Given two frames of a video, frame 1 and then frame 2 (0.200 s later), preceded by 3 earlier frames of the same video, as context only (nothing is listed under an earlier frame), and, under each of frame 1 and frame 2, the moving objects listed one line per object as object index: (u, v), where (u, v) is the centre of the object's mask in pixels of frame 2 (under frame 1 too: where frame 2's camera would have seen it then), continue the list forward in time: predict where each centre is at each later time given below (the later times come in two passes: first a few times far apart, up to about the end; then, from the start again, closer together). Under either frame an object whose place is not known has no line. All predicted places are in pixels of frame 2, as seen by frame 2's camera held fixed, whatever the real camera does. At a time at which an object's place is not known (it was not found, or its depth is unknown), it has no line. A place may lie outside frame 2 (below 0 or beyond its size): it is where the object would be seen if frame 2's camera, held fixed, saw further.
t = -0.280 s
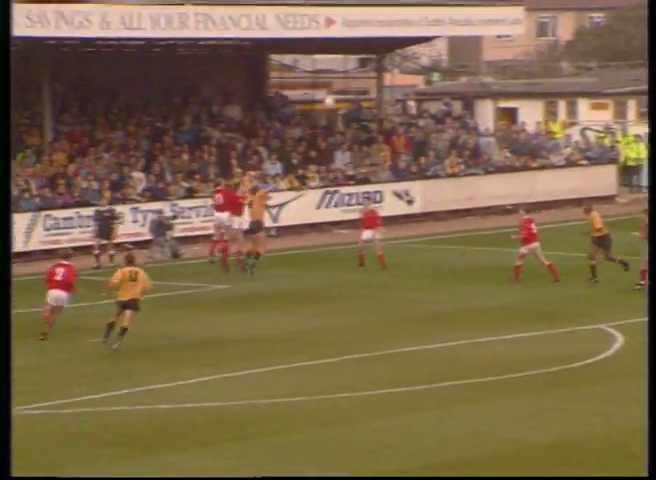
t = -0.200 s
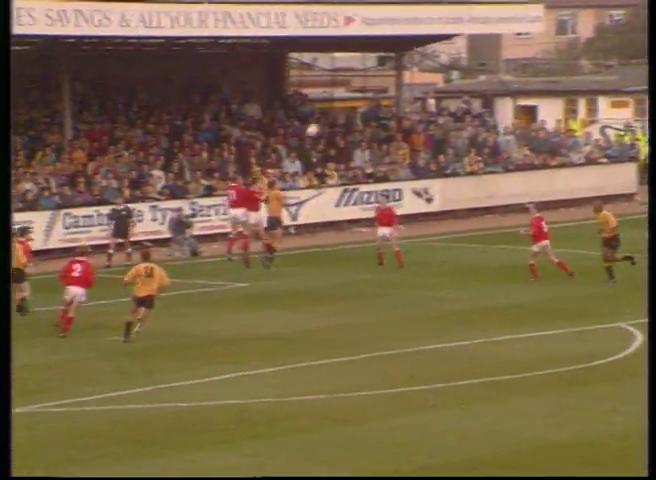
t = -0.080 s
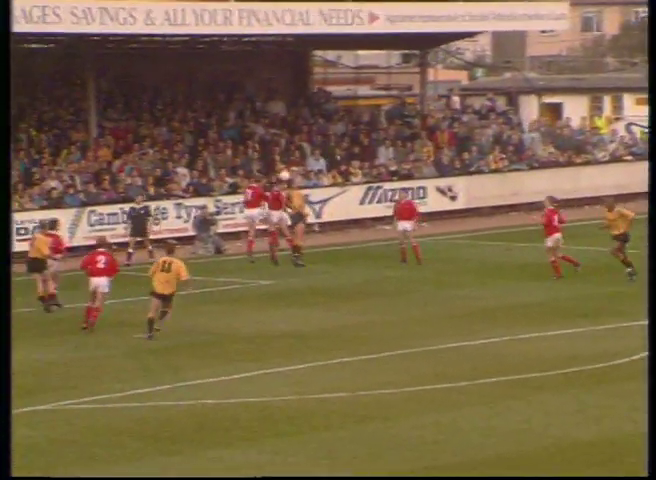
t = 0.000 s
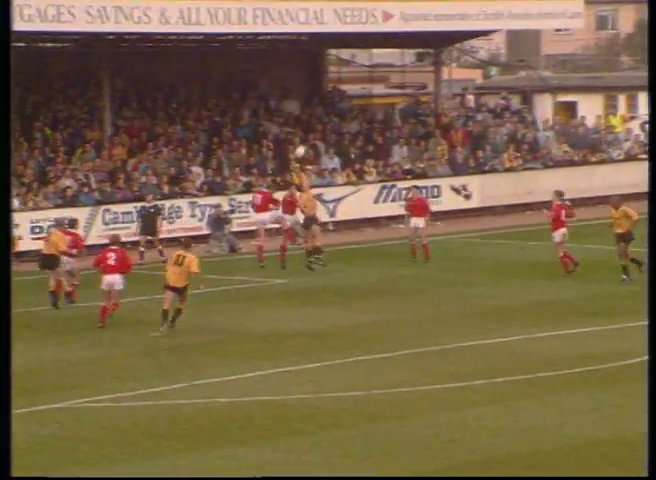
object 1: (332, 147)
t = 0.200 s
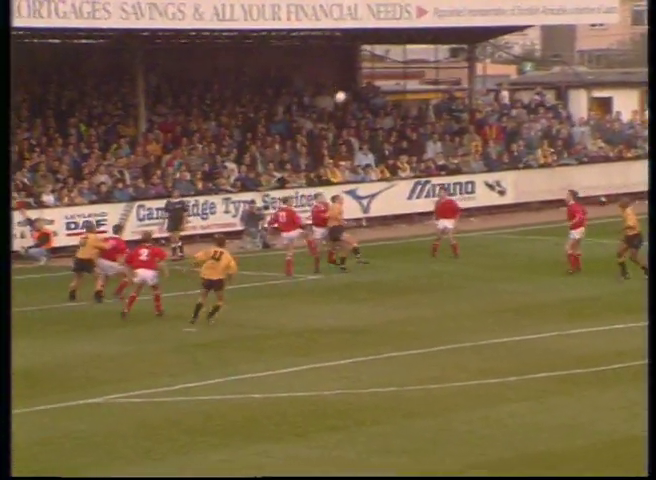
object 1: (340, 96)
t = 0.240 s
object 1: (340, 88)
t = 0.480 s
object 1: (347, 55)
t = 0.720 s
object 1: (355, 48)
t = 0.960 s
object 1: (364, 69)
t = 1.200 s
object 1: (372, 118)
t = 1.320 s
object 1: (378, 153)
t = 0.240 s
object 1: (340, 88)
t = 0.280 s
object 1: (341, 81)
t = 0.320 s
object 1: (342, 74)
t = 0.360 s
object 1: (343, 68)
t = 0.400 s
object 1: (343, 62)
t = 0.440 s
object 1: (345, 58)
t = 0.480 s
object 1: (347, 55)
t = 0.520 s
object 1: (348, 52)
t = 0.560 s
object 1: (350, 50)
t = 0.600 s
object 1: (351, 48)
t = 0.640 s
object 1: (352, 47)
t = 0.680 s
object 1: (354, 47)
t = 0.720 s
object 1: (355, 48)
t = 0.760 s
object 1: (356, 50)
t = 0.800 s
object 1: (358, 52)
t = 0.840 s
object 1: (359, 55)
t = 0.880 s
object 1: (361, 59)
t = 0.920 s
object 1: (363, 63)
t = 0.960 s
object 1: (364, 69)
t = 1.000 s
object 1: (365, 76)
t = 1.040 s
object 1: (366, 82)
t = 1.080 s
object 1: (367, 90)
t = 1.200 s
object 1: (372, 118)
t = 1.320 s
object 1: (378, 153)
